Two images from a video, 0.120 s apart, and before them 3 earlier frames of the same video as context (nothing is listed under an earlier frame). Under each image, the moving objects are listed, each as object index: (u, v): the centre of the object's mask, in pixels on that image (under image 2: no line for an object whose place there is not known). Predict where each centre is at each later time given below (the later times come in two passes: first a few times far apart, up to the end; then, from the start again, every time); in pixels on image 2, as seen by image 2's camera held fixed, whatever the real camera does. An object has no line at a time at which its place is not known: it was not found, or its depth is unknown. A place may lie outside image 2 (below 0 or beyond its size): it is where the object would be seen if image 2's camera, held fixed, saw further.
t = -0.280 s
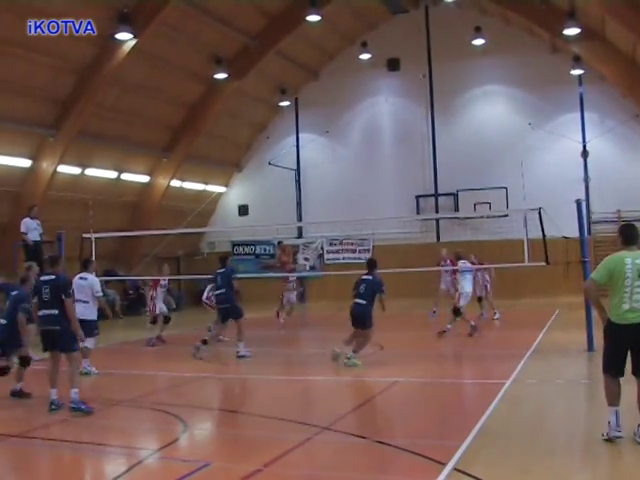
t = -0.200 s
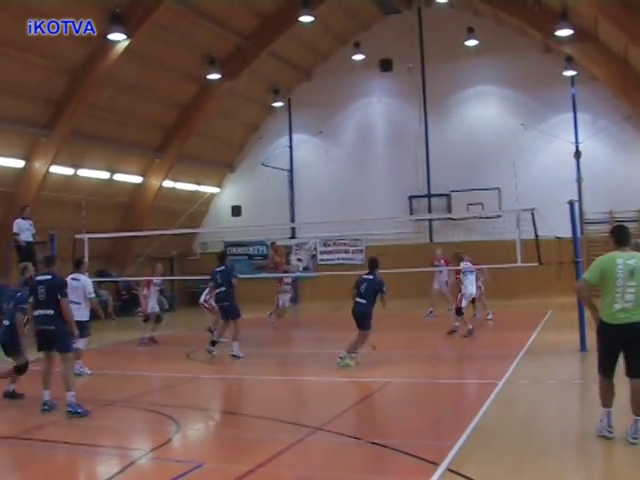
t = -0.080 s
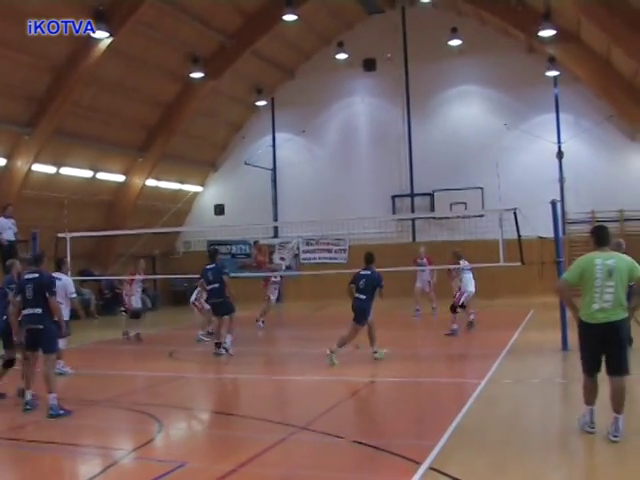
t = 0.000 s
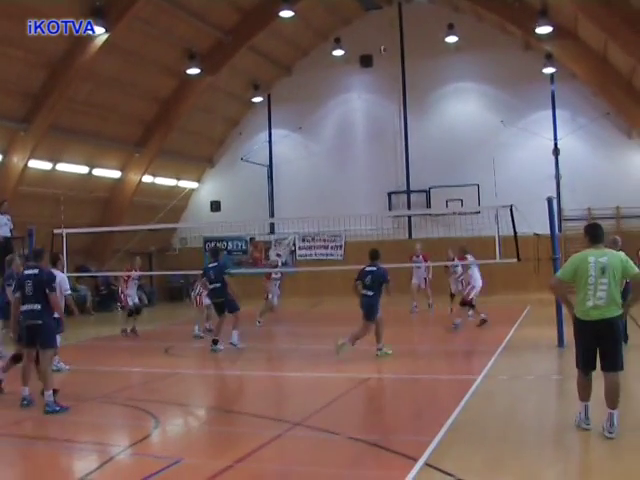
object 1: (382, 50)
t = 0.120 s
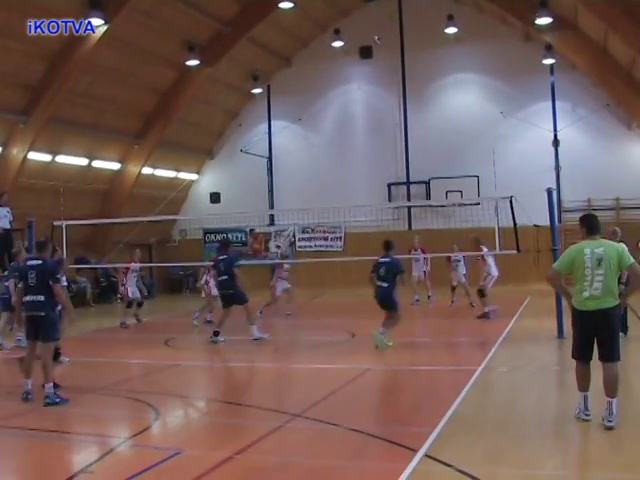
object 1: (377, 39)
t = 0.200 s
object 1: (374, 42)
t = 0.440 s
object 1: (365, 64)
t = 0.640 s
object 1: (358, 99)
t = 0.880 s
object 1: (349, 164)
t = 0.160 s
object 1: (376, 40)
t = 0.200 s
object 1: (374, 42)
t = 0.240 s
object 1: (372, 43)
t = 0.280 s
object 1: (371, 46)
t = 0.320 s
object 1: (369, 52)
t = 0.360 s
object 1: (368, 54)
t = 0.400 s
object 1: (367, 58)
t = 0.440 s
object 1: (365, 64)
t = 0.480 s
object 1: (363, 69)
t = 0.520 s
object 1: (362, 76)
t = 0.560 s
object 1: (361, 83)
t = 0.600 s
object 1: (359, 91)
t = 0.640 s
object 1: (358, 99)
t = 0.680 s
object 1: (357, 108)
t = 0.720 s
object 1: (356, 118)
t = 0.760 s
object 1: (354, 129)
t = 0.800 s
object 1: (353, 140)
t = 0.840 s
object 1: (351, 152)
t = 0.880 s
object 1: (349, 164)
